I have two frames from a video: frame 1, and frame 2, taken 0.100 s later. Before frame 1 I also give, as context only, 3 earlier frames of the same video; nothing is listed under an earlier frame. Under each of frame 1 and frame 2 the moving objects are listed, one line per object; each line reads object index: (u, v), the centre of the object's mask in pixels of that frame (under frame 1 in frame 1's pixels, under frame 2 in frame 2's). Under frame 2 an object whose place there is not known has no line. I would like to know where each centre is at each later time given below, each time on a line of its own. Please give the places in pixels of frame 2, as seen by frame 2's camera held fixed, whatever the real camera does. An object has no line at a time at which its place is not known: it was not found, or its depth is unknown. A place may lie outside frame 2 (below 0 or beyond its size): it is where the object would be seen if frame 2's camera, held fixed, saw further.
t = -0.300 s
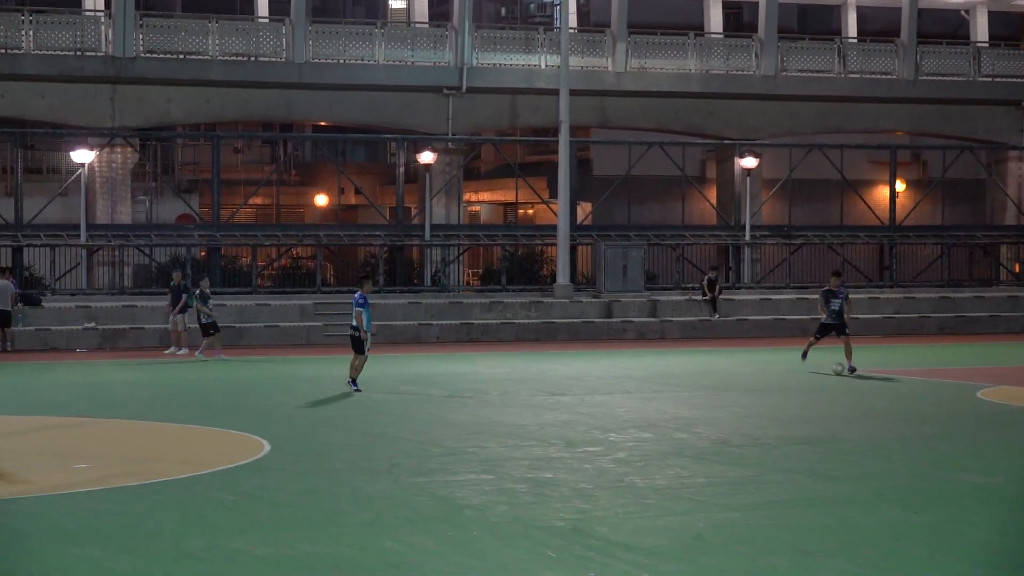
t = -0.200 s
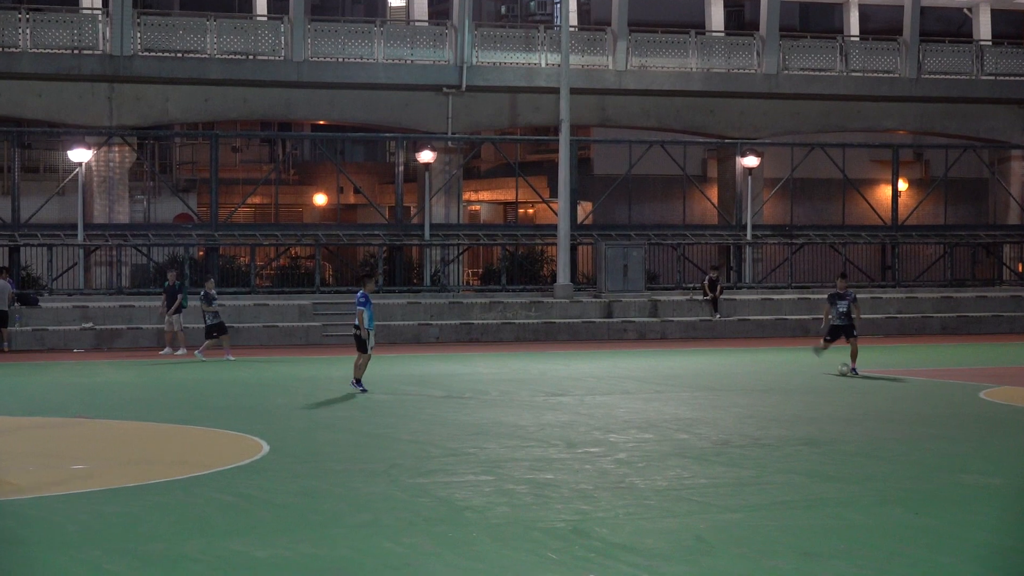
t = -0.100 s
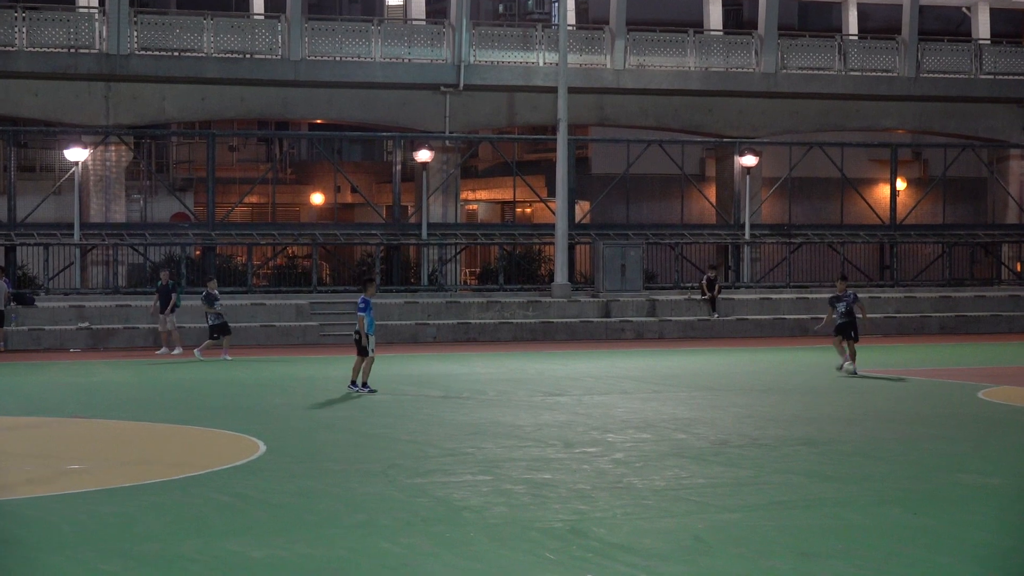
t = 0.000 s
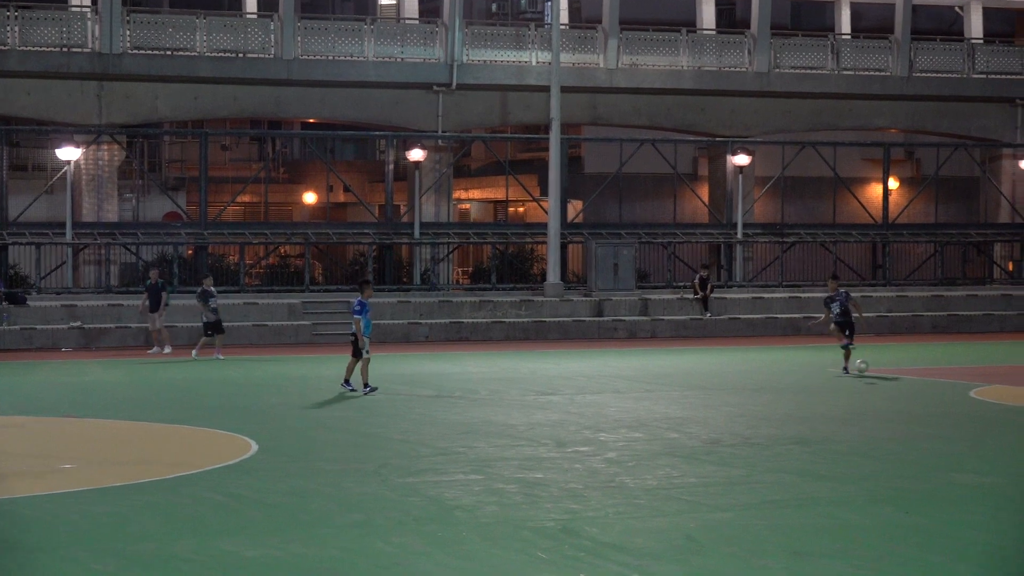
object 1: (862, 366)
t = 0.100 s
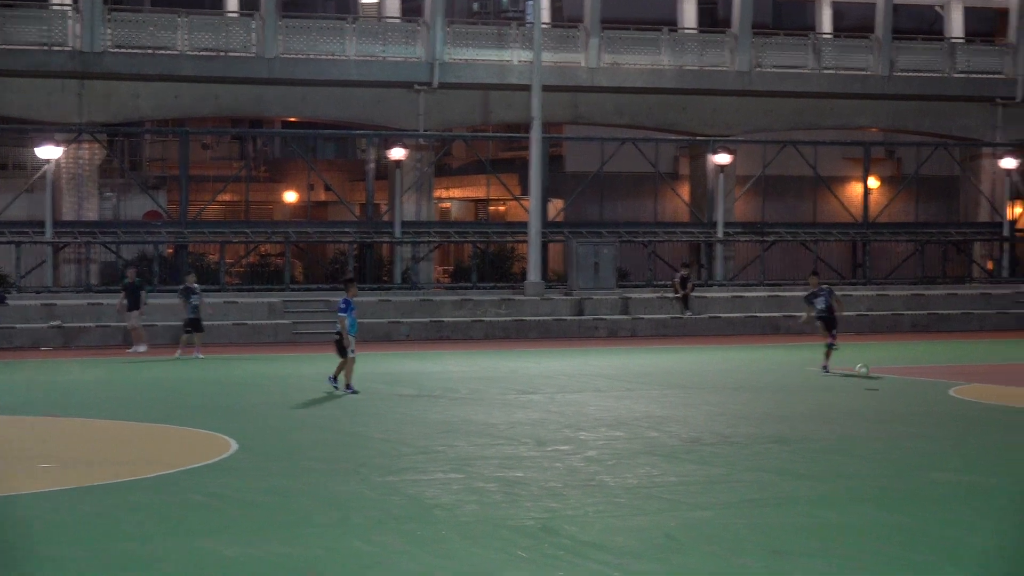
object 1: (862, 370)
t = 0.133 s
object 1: (867, 373)
